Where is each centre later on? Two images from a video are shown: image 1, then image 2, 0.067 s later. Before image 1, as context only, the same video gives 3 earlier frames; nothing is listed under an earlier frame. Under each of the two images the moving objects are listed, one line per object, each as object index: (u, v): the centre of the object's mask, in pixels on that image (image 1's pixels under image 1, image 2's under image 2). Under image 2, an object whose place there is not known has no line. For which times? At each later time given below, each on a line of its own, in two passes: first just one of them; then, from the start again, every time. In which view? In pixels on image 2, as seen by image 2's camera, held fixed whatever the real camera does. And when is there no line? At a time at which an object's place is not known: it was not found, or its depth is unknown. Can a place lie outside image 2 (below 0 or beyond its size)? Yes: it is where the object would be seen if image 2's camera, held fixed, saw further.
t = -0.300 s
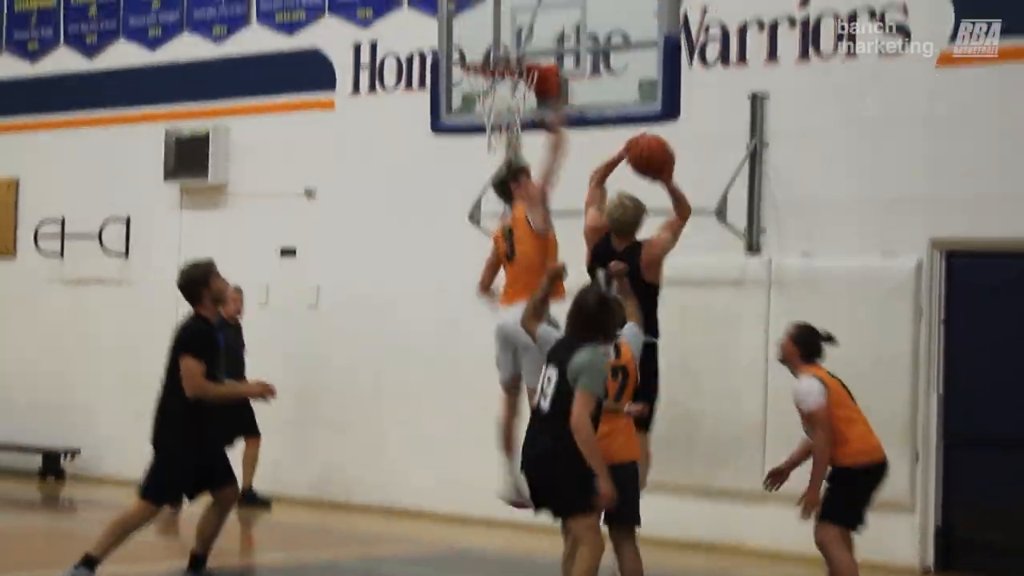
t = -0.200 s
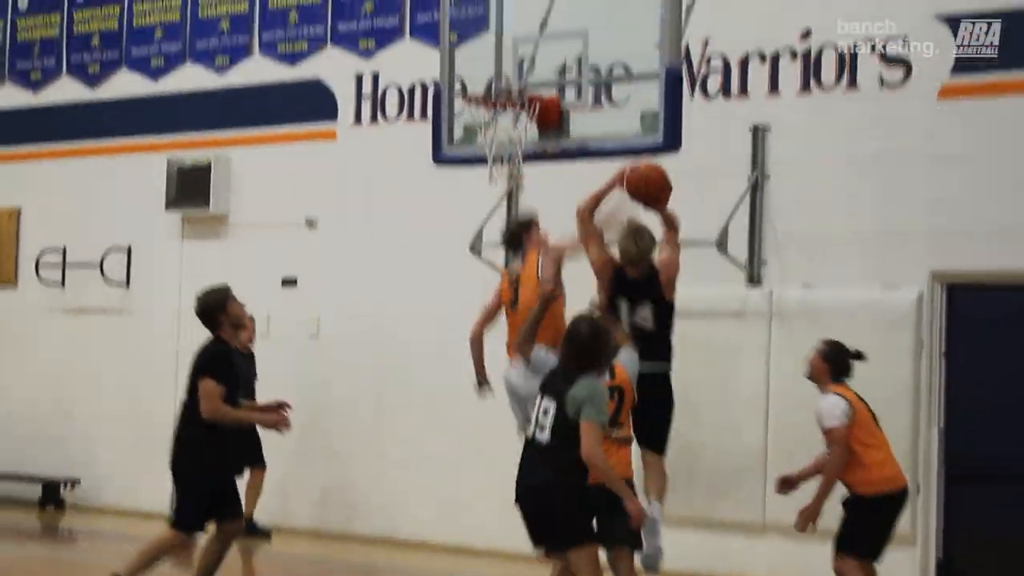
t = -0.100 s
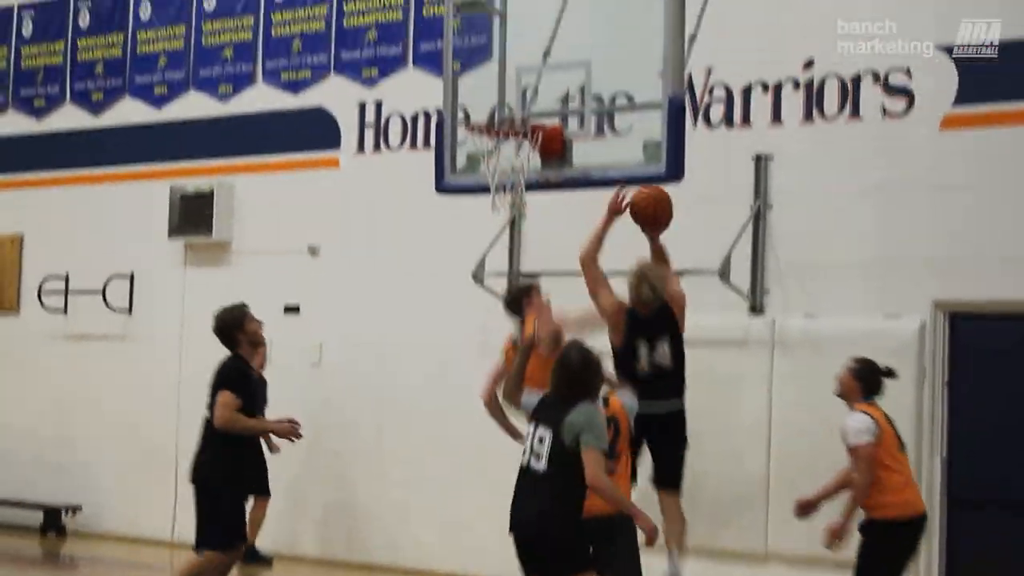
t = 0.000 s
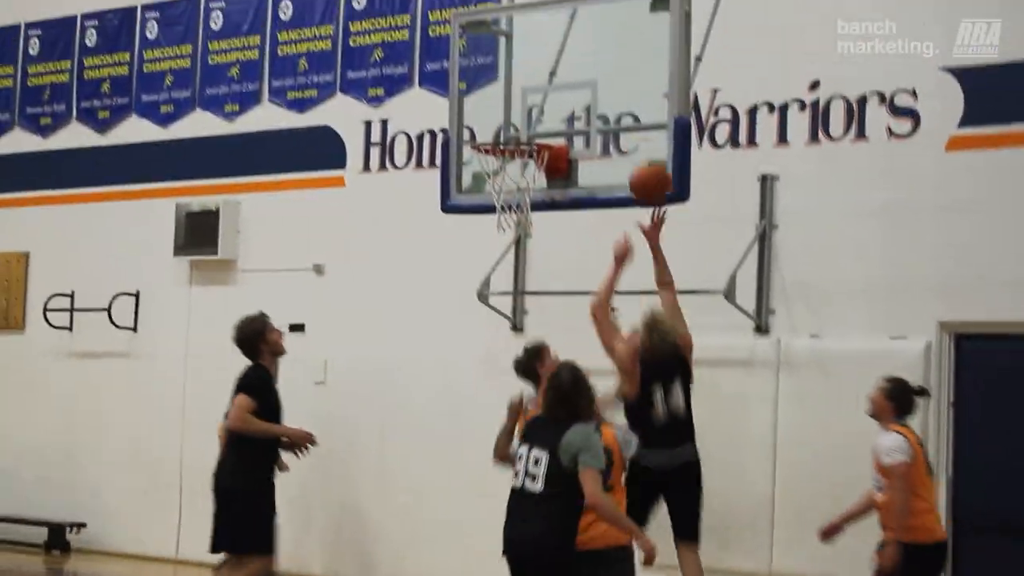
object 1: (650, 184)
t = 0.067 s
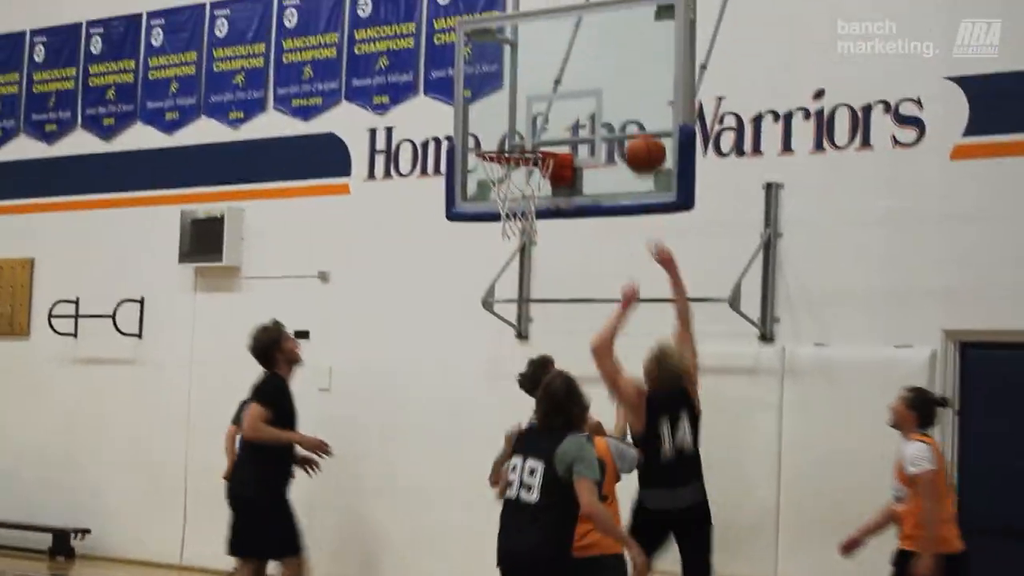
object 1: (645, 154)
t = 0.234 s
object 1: (616, 99)
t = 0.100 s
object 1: (639, 138)
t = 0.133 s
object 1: (633, 125)
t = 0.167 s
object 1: (629, 113)
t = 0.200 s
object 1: (623, 104)
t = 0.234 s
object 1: (616, 99)
